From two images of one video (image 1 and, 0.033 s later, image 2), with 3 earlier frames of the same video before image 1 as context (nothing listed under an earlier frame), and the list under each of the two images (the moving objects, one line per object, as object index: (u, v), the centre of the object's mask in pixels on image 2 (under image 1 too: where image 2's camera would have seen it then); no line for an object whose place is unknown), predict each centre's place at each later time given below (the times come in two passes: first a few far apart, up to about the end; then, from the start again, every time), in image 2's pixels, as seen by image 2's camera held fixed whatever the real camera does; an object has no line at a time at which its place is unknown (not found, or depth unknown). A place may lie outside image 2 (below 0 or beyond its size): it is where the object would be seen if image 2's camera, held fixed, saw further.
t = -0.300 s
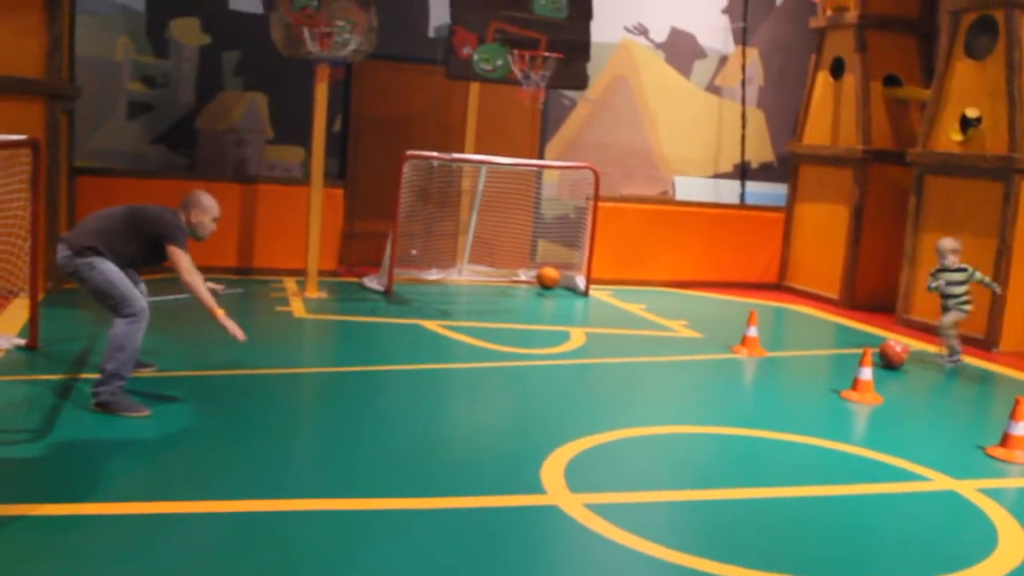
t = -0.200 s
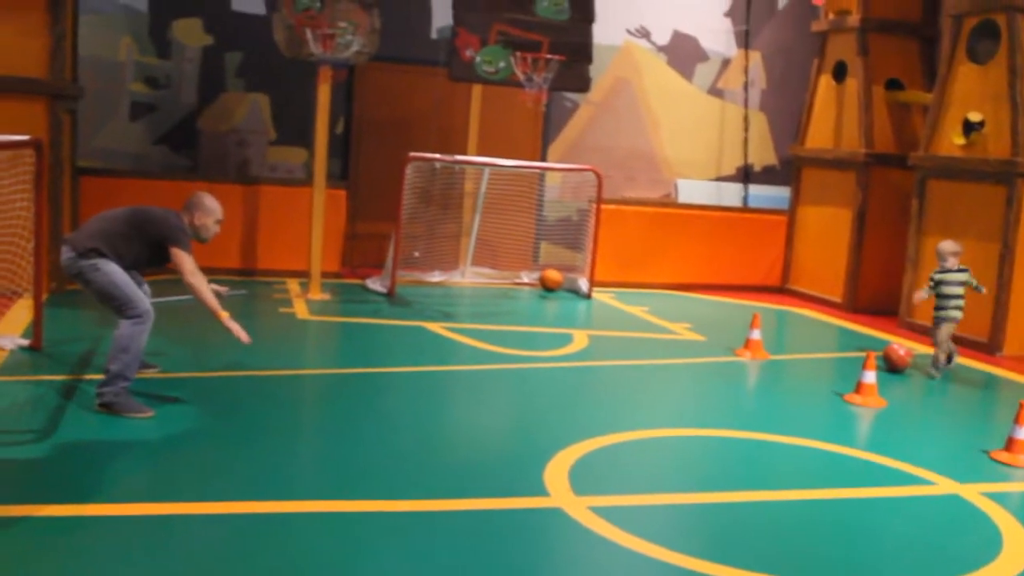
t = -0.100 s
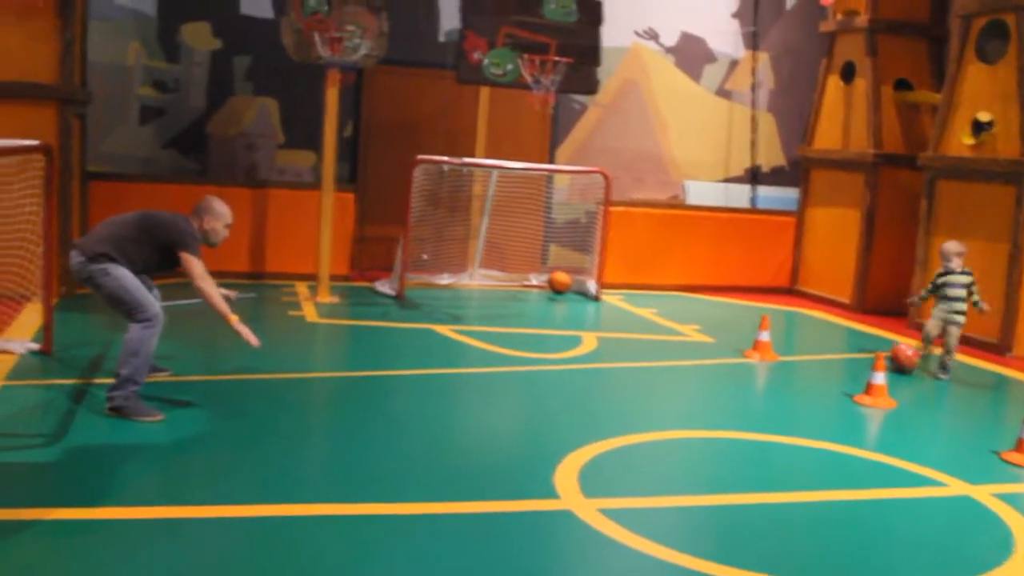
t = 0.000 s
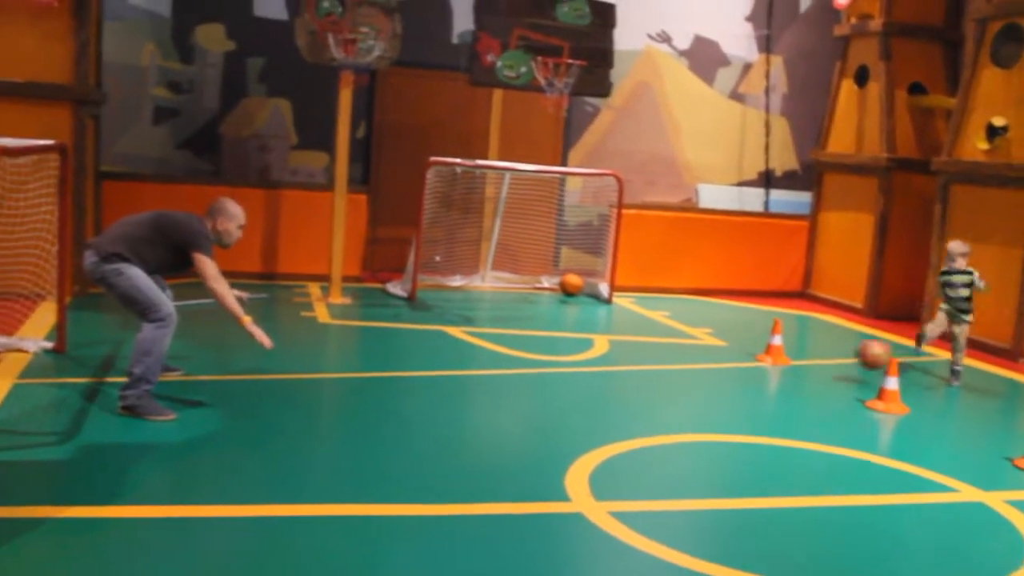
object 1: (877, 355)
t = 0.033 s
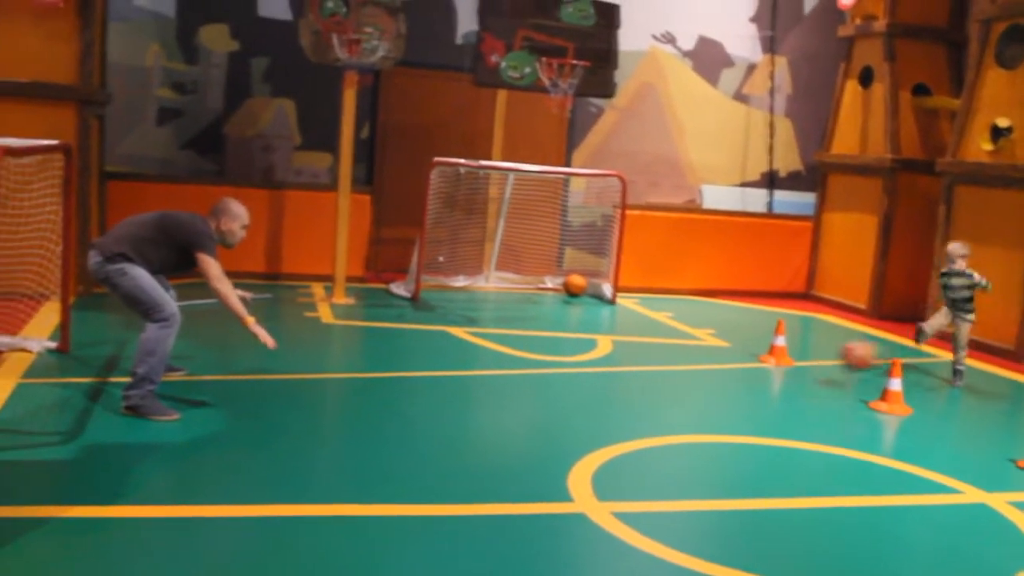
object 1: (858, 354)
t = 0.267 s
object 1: (723, 385)
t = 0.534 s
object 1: (598, 400)
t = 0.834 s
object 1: (458, 420)
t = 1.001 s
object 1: (380, 425)
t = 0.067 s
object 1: (843, 355)
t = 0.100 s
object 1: (832, 357)
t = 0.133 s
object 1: (811, 363)
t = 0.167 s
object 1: (785, 372)
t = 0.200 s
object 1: (759, 384)
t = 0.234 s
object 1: (738, 387)
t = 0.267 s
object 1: (723, 385)
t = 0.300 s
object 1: (715, 384)
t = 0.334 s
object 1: (699, 384)
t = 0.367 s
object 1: (680, 384)
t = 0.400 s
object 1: (660, 388)
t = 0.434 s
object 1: (639, 395)
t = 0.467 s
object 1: (619, 402)
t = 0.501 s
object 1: (608, 401)
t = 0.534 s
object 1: (598, 400)
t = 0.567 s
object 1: (581, 400)
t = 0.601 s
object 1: (565, 403)
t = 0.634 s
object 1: (547, 410)
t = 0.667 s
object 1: (533, 410)
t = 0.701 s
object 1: (522, 409)
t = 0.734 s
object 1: (511, 409)
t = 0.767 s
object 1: (495, 411)
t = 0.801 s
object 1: (477, 415)
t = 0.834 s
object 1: (458, 420)
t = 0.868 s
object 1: (441, 421)
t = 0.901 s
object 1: (428, 422)
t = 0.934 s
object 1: (415, 424)
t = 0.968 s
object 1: (399, 424)
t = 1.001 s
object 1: (380, 425)
